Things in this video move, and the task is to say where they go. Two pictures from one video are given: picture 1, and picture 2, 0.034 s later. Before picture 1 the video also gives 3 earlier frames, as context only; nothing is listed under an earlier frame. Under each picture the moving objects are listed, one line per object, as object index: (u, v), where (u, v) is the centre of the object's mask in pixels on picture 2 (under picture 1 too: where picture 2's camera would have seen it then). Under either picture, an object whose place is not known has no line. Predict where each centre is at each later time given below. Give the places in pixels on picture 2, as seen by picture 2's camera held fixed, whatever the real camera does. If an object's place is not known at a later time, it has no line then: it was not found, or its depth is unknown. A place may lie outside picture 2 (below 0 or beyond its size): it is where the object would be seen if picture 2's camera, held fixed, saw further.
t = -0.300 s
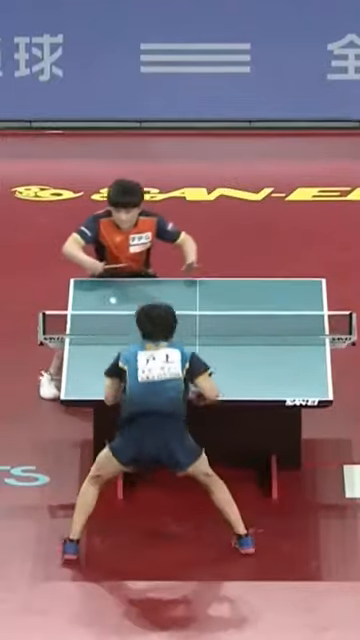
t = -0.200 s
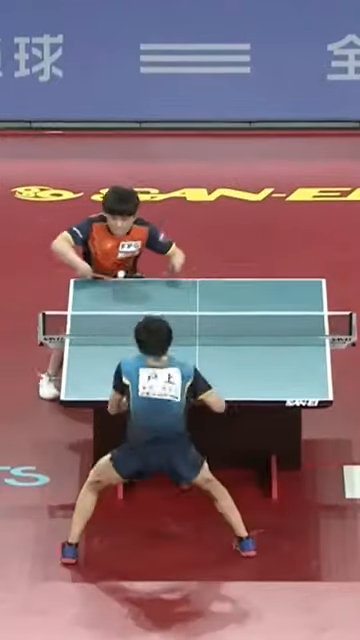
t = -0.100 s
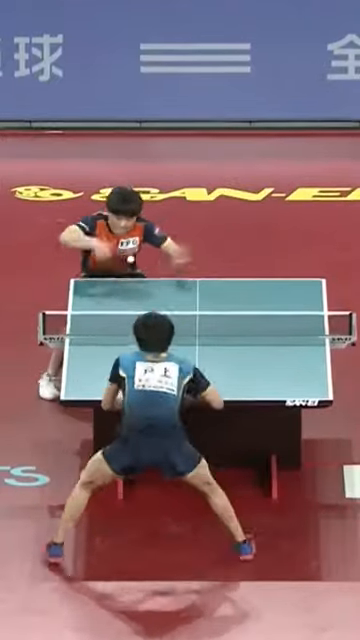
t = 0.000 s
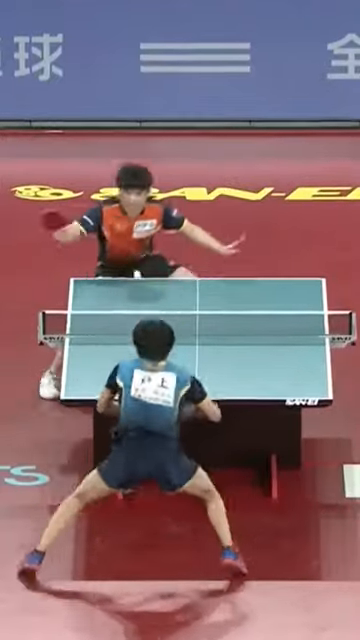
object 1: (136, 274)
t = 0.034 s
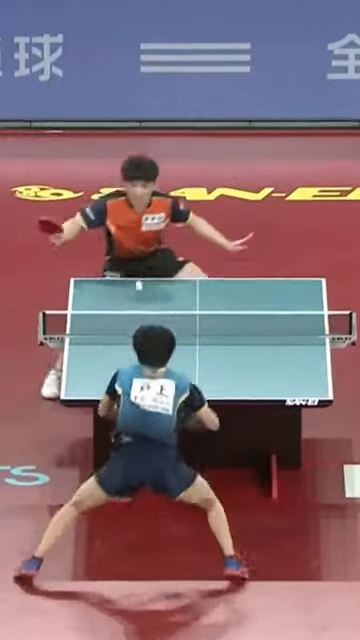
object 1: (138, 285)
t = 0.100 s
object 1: (139, 314)
